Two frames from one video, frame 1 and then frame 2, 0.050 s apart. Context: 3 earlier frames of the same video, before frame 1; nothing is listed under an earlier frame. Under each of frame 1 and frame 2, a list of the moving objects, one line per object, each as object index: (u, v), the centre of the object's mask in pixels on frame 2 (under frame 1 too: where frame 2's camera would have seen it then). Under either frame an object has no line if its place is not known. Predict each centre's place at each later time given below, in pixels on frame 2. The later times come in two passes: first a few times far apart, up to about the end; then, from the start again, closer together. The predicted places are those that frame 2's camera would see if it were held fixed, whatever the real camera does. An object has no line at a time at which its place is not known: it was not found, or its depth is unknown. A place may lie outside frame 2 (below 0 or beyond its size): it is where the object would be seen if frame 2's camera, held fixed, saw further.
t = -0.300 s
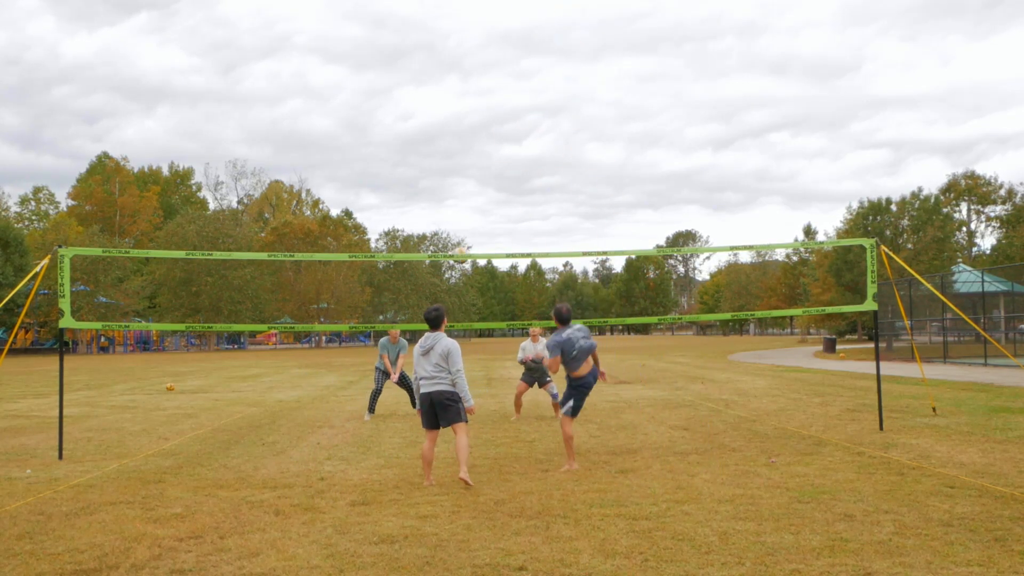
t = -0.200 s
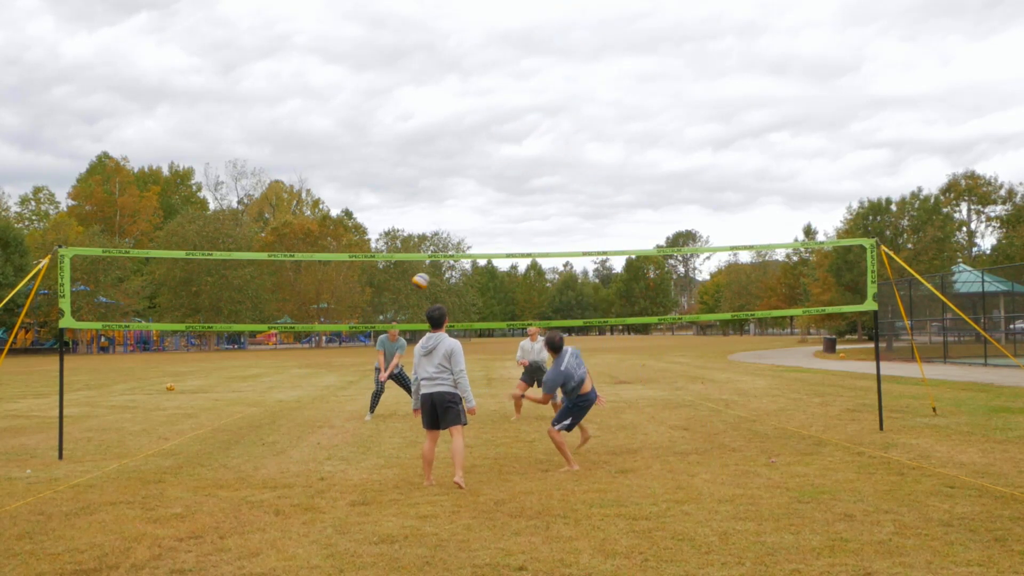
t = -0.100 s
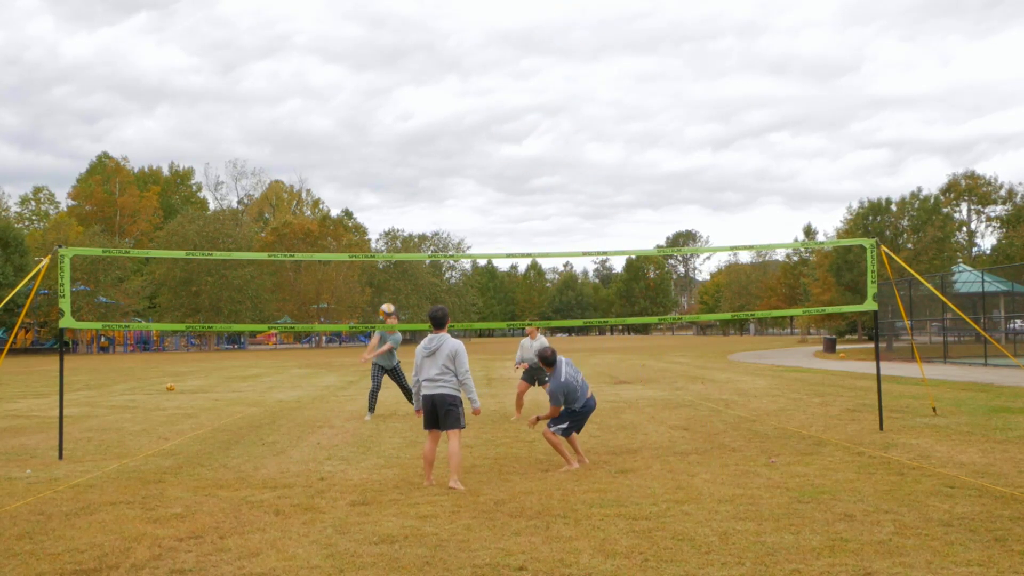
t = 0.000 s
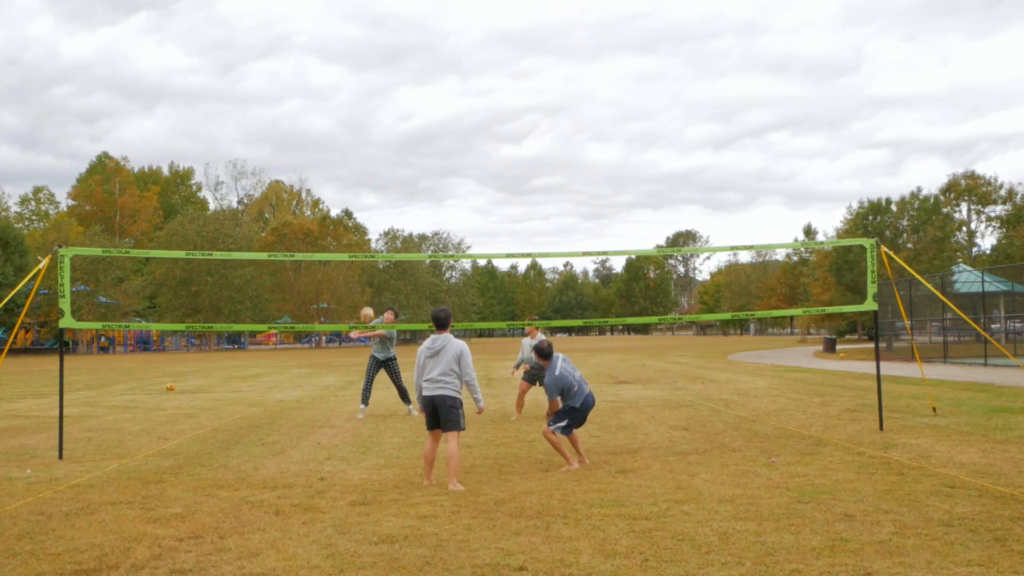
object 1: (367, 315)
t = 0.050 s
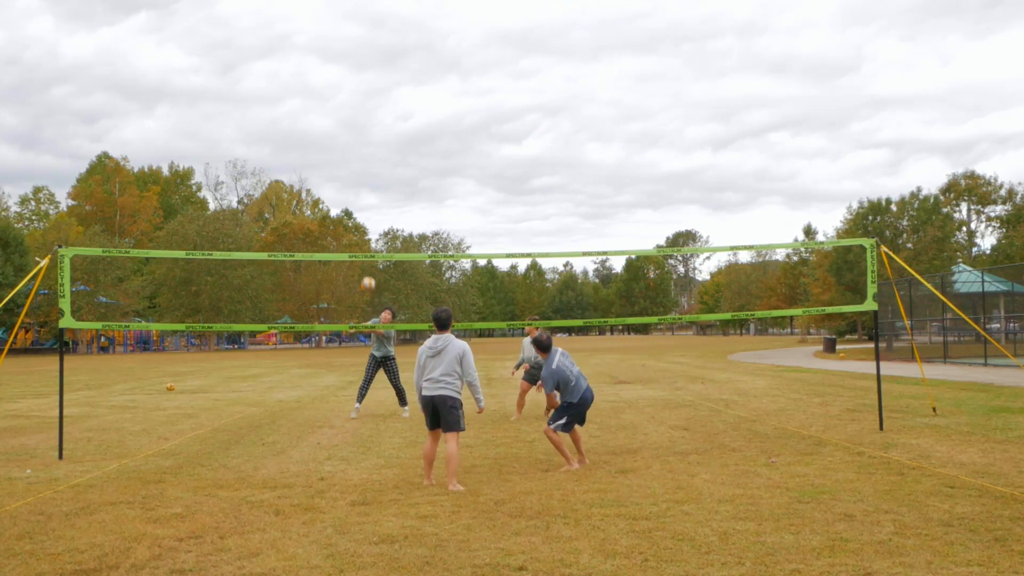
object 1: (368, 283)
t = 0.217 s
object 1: (371, 196)
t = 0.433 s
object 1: (374, 111)
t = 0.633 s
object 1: (375, 60)
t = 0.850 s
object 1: (374, 34)
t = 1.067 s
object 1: (372, 39)
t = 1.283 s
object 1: (368, 74)
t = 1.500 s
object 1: (363, 140)
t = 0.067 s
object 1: (369, 274)
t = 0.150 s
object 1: (370, 229)
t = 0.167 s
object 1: (370, 221)
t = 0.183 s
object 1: (371, 212)
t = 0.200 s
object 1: (371, 205)
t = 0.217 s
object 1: (371, 196)
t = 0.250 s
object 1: (372, 182)
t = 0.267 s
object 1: (372, 174)
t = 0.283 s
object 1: (372, 167)
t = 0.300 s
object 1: (372, 160)
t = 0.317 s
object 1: (373, 153)
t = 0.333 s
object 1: (373, 146)
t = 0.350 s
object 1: (373, 140)
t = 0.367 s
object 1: (373, 134)
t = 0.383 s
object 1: (373, 128)
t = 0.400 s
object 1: (373, 122)
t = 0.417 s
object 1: (374, 116)
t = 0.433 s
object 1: (374, 111)
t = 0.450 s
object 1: (374, 105)
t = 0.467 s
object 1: (374, 100)
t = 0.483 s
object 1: (374, 96)
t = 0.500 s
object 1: (374, 91)
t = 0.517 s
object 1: (374, 86)
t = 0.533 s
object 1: (374, 82)
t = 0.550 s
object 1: (374, 78)
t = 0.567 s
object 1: (375, 74)
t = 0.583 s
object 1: (375, 70)
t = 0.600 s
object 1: (374, 67)
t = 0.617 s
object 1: (375, 63)
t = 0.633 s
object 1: (375, 60)
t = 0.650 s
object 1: (374, 57)
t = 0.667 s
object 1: (375, 54)
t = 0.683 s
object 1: (374, 52)
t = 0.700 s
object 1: (375, 49)
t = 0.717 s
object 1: (375, 46)
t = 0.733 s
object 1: (374, 44)
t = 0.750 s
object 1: (374, 42)
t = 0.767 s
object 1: (374, 40)
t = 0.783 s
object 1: (374, 39)
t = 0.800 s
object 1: (374, 37)
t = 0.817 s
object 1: (374, 37)
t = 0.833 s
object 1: (374, 35)
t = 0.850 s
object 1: (374, 34)
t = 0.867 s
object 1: (374, 33)
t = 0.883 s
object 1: (374, 33)
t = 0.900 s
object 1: (373, 32)
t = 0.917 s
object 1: (373, 33)
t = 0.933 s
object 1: (373, 33)
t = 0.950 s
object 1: (373, 33)
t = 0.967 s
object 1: (373, 33)
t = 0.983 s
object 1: (373, 33)
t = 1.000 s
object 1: (373, 34)
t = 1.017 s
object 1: (372, 35)
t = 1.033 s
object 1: (372, 36)
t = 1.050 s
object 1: (372, 38)
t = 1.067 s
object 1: (372, 39)
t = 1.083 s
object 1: (371, 41)
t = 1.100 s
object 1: (371, 42)
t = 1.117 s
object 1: (371, 44)
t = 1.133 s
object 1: (371, 46)
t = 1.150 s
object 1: (370, 49)
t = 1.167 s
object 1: (370, 51)
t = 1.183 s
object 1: (370, 54)
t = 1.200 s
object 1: (369, 56)
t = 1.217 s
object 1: (369, 60)
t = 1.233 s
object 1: (369, 63)
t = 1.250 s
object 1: (368, 66)
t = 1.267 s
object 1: (368, 70)
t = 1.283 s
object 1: (368, 74)
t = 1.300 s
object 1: (367, 77)
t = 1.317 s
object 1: (367, 82)
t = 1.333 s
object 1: (367, 86)
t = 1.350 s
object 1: (367, 91)
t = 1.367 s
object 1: (366, 95)
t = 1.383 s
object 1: (365, 100)
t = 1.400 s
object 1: (365, 105)
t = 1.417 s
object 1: (365, 110)
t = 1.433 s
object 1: (364, 116)
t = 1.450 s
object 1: (364, 121)
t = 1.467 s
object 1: (363, 127)
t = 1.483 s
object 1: (363, 134)
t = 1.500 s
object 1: (363, 140)
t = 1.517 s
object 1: (362, 146)
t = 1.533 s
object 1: (361, 153)
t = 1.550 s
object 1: (361, 159)
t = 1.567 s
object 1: (360, 166)
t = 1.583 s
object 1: (360, 174)
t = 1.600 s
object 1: (359, 181)
